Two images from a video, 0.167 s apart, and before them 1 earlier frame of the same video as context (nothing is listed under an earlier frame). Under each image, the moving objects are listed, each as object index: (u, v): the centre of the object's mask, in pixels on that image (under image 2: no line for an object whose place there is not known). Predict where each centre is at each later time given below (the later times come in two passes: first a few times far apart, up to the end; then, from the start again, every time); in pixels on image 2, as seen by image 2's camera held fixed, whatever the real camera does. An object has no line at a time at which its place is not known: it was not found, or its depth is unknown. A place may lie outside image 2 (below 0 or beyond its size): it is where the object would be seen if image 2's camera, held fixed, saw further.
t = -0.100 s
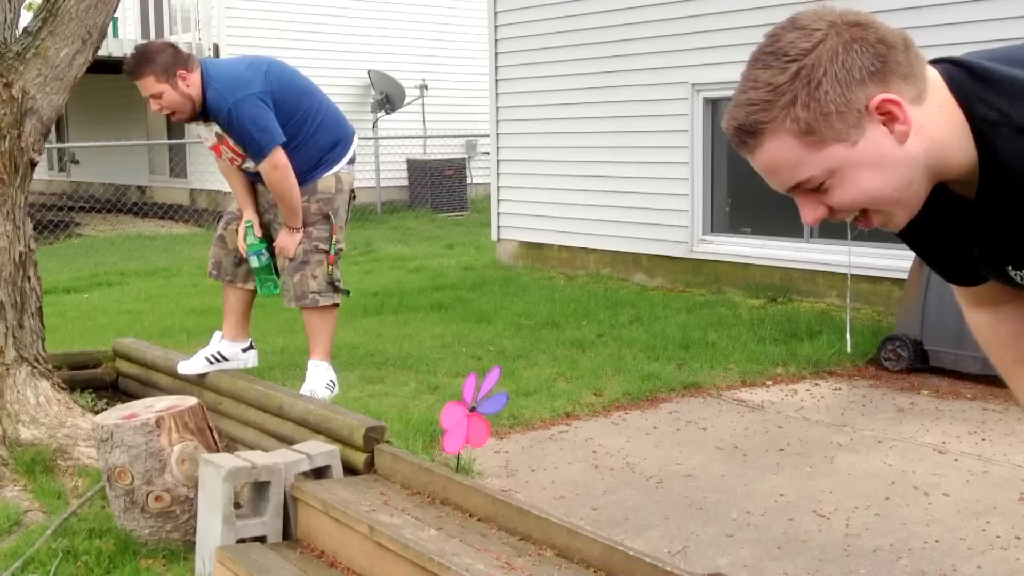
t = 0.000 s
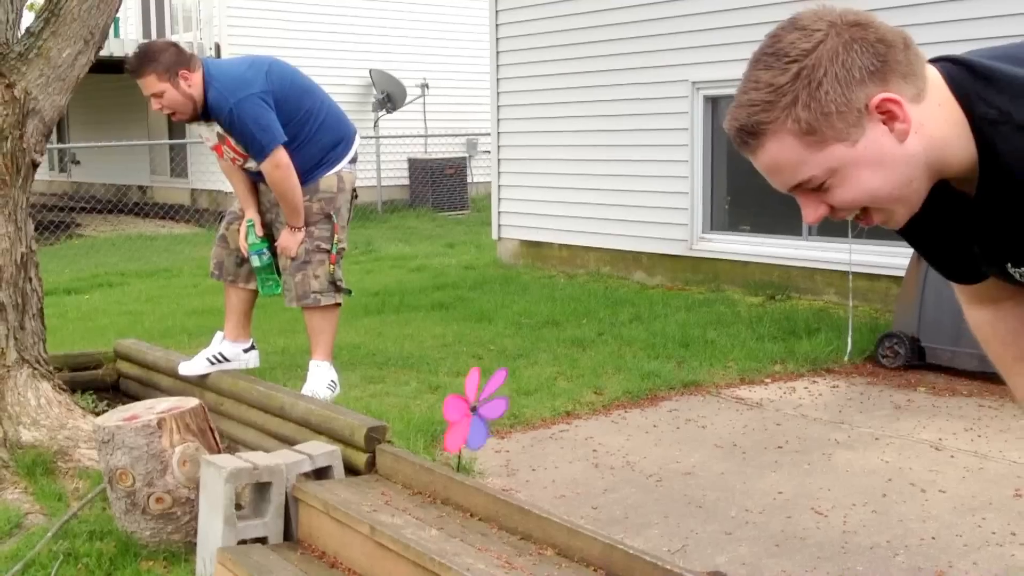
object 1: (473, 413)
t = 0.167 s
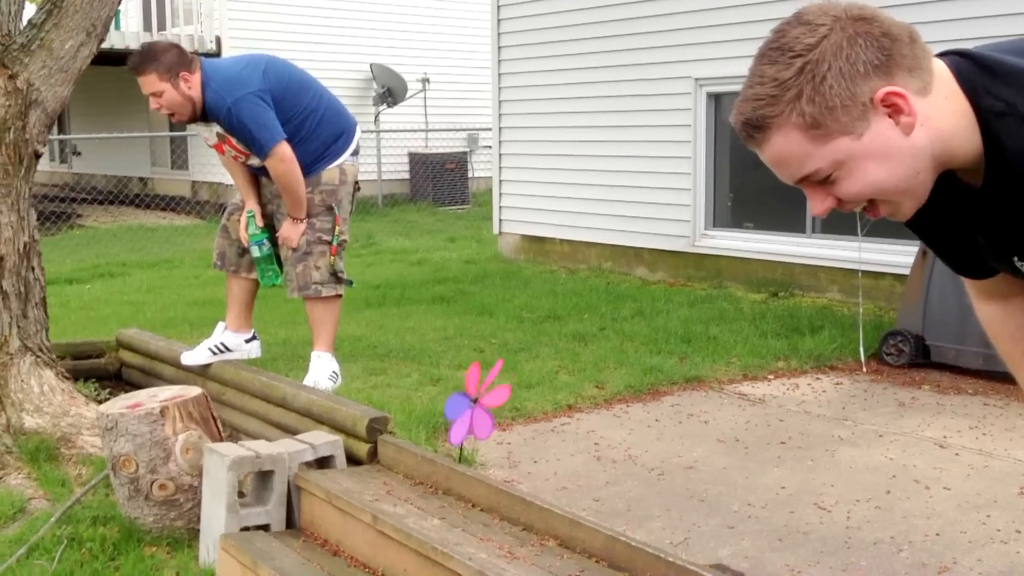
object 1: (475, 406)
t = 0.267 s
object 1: (473, 405)
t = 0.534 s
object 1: (473, 404)
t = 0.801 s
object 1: (473, 405)
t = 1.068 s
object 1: (473, 404)
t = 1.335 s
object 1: (474, 404)
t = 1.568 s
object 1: (472, 405)
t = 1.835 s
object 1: (474, 403)
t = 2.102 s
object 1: (475, 403)
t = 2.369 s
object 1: (476, 402)
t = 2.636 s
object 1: (475, 402)
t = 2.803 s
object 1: (472, 403)
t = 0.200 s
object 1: (475, 406)
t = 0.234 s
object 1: (474, 405)
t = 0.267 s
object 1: (473, 405)
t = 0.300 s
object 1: (474, 405)
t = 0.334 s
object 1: (474, 405)
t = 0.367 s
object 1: (473, 405)
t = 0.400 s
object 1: (472, 405)
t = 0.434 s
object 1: (472, 405)
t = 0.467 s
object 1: (472, 405)
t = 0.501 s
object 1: (473, 404)
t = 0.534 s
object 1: (473, 404)
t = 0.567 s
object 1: (474, 404)
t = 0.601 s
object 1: (474, 404)
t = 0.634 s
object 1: (474, 405)
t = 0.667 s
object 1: (474, 405)
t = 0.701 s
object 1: (474, 406)
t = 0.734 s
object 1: (474, 406)
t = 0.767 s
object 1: (474, 405)
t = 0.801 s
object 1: (473, 405)
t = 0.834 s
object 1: (474, 405)
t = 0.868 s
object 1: (474, 404)
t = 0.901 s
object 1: (474, 405)
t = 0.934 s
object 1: (474, 405)
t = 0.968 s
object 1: (473, 405)
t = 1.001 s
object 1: (472, 405)
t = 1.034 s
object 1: (472, 404)
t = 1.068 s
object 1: (473, 404)
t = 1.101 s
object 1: (473, 404)
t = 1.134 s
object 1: (474, 403)
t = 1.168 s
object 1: (474, 404)
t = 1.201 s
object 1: (474, 404)
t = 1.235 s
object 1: (474, 404)
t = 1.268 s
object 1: (474, 404)
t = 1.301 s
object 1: (474, 405)
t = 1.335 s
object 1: (474, 404)
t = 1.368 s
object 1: (474, 403)
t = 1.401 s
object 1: (474, 403)
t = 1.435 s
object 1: (474, 403)
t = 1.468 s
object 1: (473, 403)
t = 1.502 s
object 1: (473, 404)
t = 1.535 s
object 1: (472, 405)
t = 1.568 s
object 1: (472, 405)
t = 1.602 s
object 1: (472, 404)
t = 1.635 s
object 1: (473, 403)
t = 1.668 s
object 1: (474, 403)
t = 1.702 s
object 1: (474, 402)
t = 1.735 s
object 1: (474, 402)
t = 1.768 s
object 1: (474, 403)
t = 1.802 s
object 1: (474, 404)
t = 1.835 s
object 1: (474, 403)
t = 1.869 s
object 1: (473, 404)
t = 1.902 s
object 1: (473, 404)
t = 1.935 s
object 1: (473, 404)
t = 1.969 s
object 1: (474, 403)
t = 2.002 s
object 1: (474, 403)
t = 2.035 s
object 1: (474, 403)
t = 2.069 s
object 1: (474, 404)
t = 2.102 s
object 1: (475, 403)
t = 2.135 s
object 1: (475, 404)
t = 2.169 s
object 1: (474, 404)
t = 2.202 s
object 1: (474, 403)
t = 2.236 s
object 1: (474, 403)
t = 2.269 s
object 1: (474, 402)
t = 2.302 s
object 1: (475, 402)
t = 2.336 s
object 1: (475, 402)
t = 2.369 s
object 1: (476, 402)
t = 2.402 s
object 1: (476, 403)
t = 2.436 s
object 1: (475, 403)
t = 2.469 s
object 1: (476, 404)
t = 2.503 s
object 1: (476, 404)
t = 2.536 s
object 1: (475, 402)
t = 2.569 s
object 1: (475, 402)
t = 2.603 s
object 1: (476, 402)
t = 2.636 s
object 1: (475, 402)
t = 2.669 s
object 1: (475, 402)
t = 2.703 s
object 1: (475, 403)
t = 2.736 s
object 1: (474, 403)
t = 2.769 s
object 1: (473, 404)
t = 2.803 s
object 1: (472, 403)
